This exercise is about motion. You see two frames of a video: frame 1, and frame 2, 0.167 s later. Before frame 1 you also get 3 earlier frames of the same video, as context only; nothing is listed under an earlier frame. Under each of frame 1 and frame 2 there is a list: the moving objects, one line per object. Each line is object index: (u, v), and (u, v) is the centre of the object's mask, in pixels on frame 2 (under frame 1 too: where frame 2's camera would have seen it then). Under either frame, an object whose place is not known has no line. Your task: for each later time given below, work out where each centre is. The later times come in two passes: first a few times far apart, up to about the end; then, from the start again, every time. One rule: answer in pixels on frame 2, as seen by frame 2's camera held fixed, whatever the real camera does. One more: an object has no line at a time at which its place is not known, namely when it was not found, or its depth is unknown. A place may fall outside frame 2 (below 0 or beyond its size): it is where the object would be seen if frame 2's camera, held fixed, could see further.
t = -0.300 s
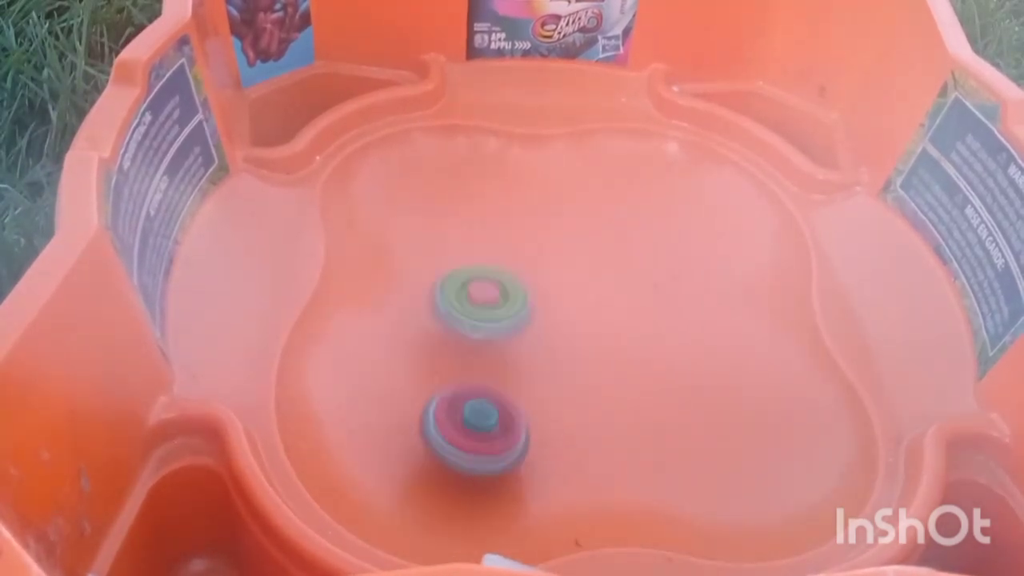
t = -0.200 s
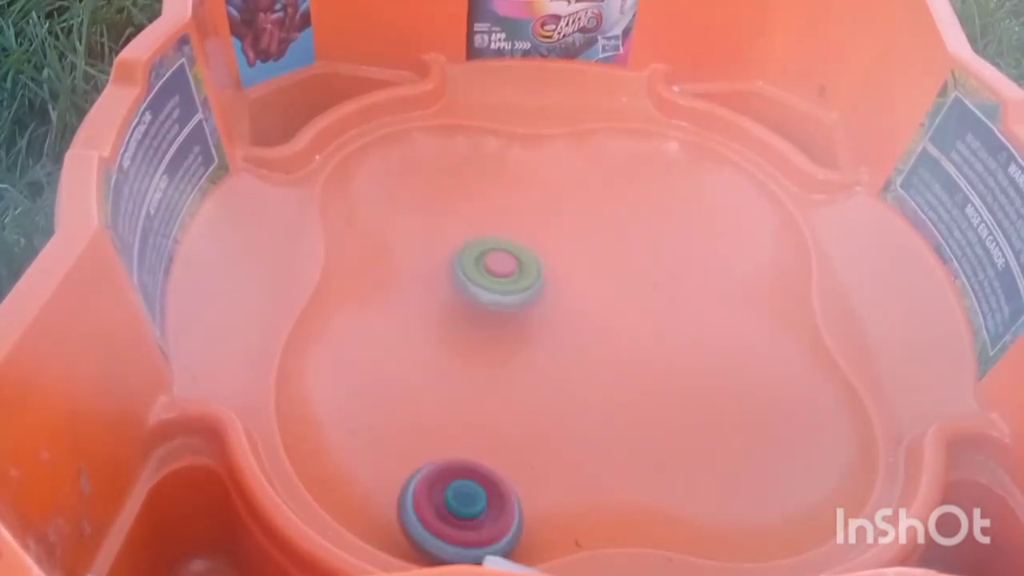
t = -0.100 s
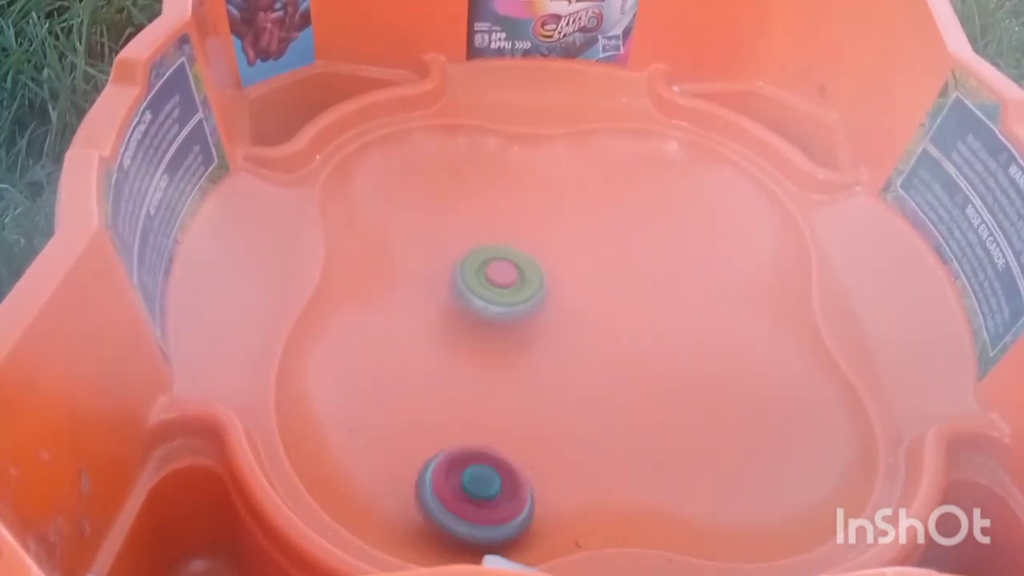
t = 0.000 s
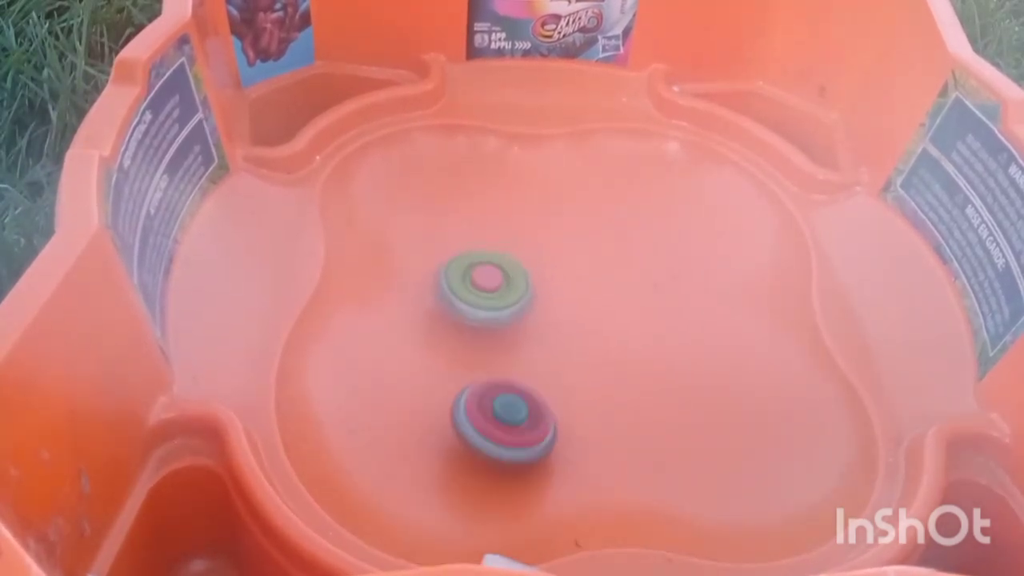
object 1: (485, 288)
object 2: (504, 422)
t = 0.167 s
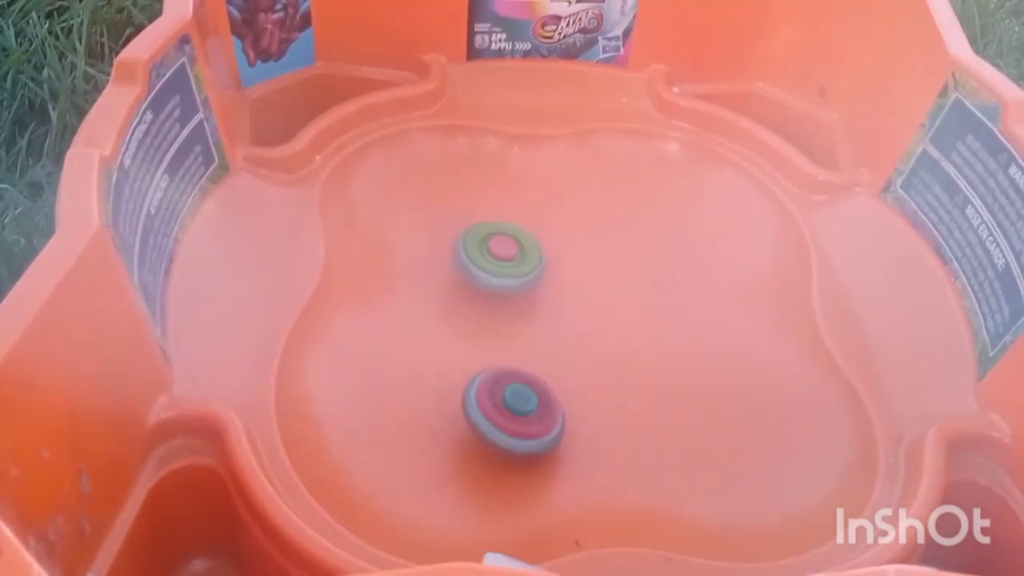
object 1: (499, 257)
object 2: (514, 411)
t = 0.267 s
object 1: (485, 234)
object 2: (520, 421)
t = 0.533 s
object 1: (436, 223)
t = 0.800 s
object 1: (388, 85)
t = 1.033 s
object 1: (500, 302)
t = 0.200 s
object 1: (497, 249)
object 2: (516, 418)
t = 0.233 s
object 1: (492, 241)
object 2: (518, 422)
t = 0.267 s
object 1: (485, 234)
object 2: (520, 421)
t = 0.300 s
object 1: (478, 228)
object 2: (522, 418)
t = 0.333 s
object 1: (470, 223)
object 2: (524, 411)
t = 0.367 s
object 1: (462, 219)
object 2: (526, 401)
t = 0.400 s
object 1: (455, 216)
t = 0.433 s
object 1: (448, 216)
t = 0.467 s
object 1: (443, 217)
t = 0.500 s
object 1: (439, 220)
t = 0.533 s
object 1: (436, 223)
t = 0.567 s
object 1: (435, 229)
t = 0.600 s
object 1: (436, 236)
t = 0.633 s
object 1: (439, 244)
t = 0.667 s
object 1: (445, 252)
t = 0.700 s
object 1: (410, 219)
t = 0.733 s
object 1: (374, 158)
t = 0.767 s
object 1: (371, 111)
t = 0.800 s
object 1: (388, 85)
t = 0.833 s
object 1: (406, 79)
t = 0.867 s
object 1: (423, 91)
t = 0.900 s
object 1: (440, 126)
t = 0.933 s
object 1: (460, 180)
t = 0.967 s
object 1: (475, 220)
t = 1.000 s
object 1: (485, 264)
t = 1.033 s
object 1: (500, 302)
